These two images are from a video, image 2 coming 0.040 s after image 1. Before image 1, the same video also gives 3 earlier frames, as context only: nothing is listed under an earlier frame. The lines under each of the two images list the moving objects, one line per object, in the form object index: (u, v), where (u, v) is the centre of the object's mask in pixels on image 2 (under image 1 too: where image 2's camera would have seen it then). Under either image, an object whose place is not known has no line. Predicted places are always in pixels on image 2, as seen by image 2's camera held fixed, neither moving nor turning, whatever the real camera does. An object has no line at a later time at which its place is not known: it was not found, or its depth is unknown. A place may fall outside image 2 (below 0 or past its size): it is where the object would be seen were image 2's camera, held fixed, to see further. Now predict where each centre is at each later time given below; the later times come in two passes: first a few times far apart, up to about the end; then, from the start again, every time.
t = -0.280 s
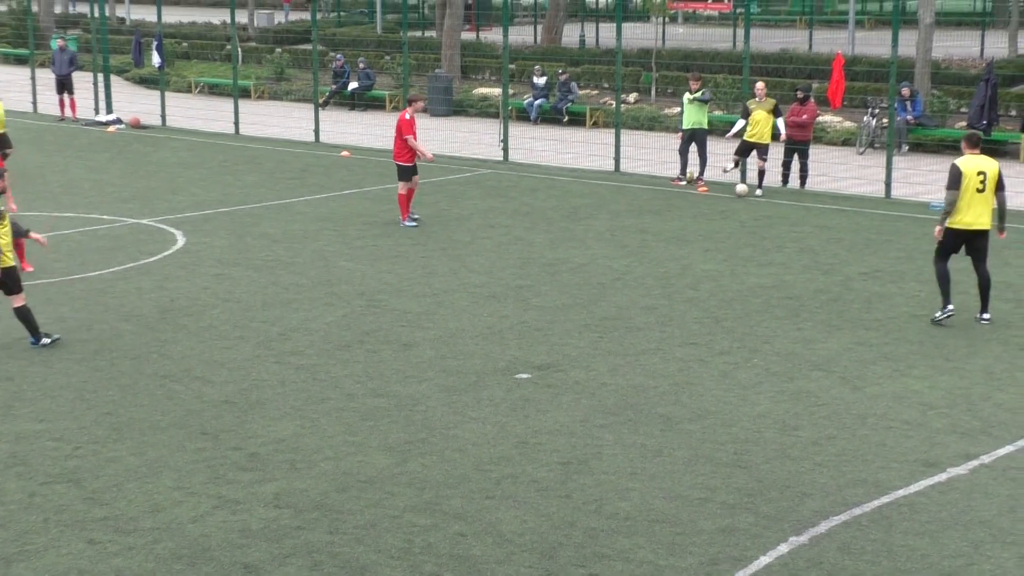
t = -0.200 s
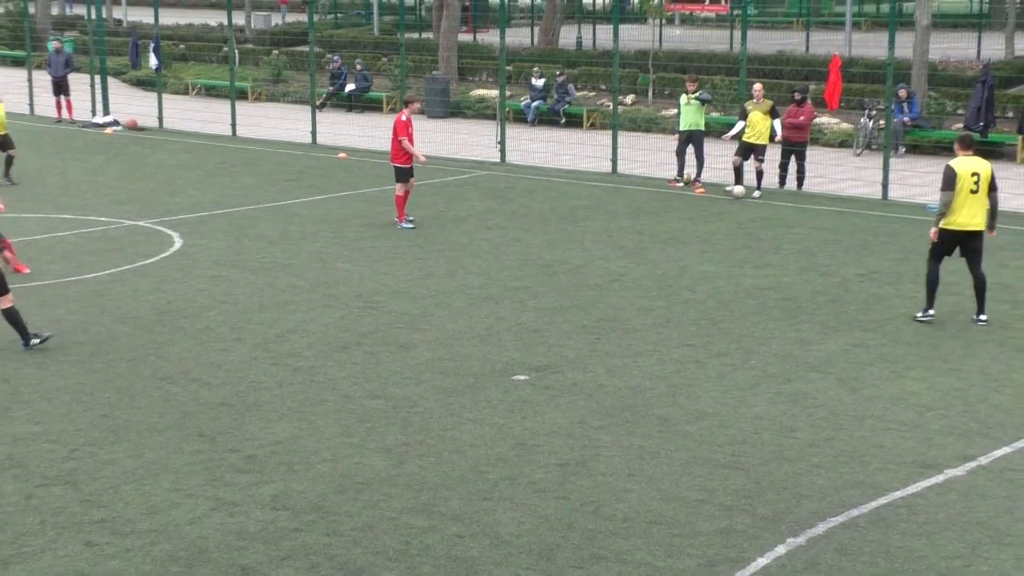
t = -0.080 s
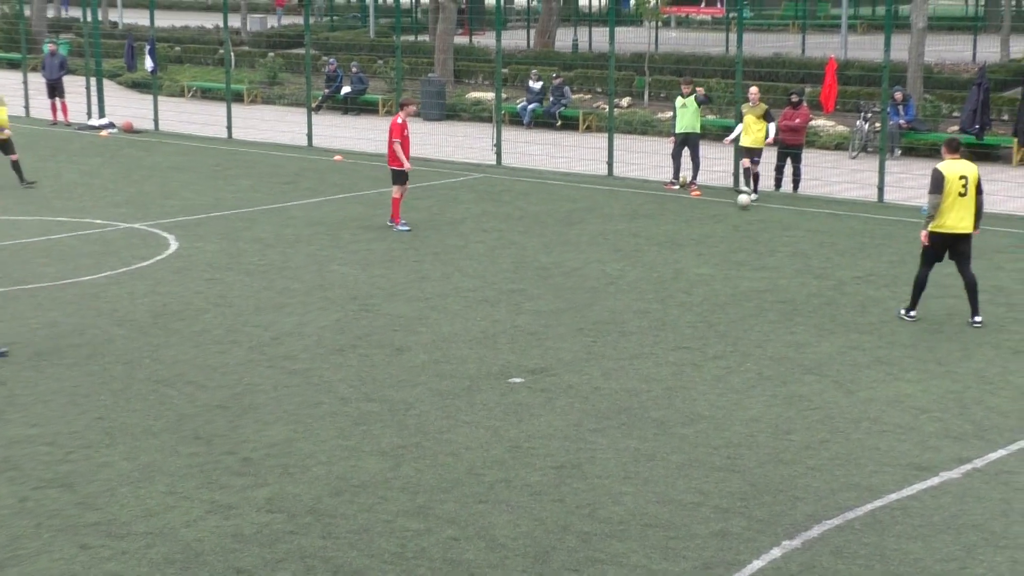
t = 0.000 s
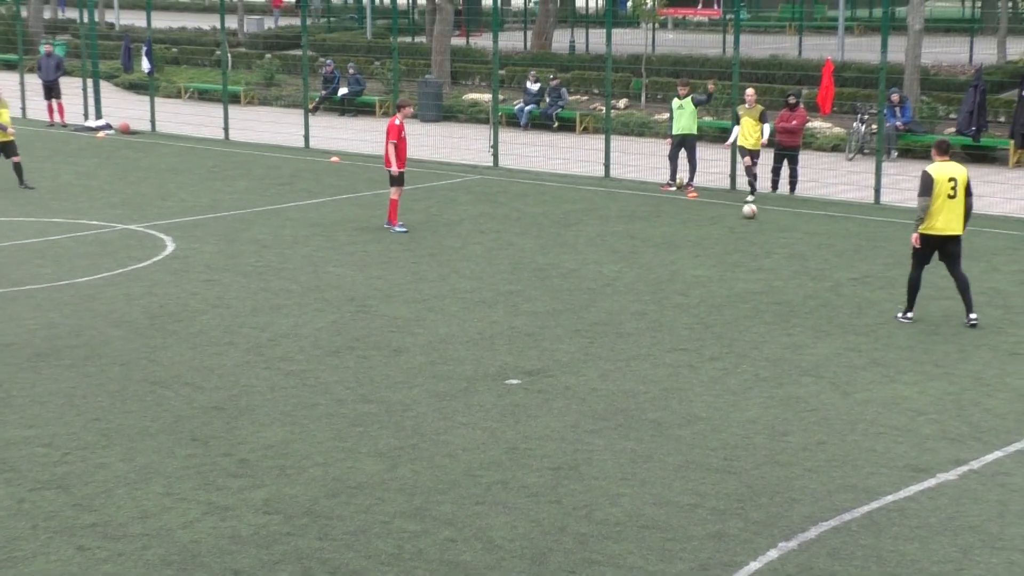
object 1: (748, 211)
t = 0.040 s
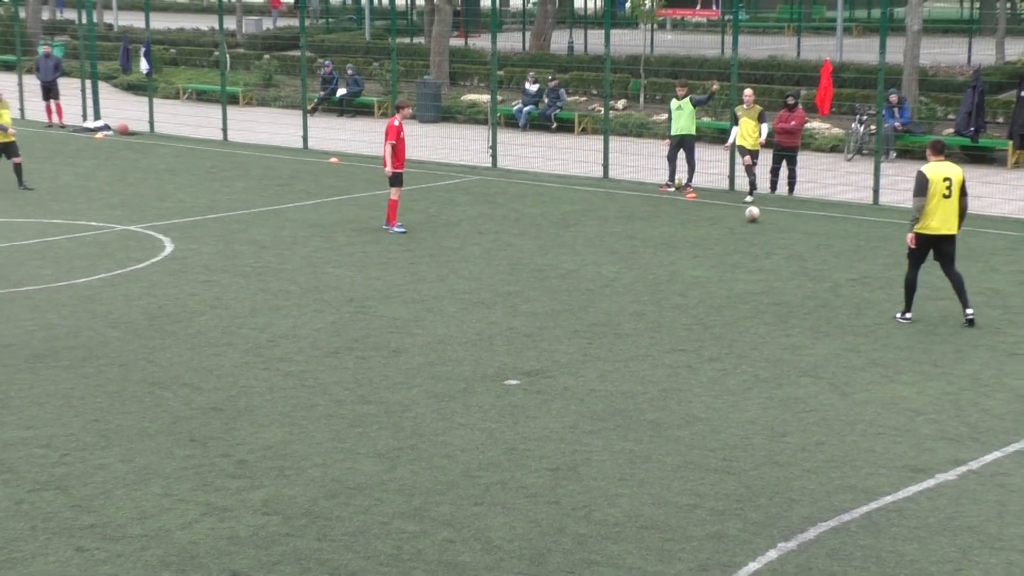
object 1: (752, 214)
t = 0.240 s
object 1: (772, 232)
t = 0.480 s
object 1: (796, 246)
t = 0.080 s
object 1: (756, 217)
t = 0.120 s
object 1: (760, 222)
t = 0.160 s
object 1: (765, 224)
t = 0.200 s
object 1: (769, 227)
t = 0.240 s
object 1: (772, 232)
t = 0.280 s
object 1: (776, 233)
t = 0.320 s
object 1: (780, 236)
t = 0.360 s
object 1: (784, 238)
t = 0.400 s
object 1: (788, 241)
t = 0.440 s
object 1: (792, 244)
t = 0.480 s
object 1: (796, 246)
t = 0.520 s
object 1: (801, 250)
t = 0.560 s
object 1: (805, 252)
